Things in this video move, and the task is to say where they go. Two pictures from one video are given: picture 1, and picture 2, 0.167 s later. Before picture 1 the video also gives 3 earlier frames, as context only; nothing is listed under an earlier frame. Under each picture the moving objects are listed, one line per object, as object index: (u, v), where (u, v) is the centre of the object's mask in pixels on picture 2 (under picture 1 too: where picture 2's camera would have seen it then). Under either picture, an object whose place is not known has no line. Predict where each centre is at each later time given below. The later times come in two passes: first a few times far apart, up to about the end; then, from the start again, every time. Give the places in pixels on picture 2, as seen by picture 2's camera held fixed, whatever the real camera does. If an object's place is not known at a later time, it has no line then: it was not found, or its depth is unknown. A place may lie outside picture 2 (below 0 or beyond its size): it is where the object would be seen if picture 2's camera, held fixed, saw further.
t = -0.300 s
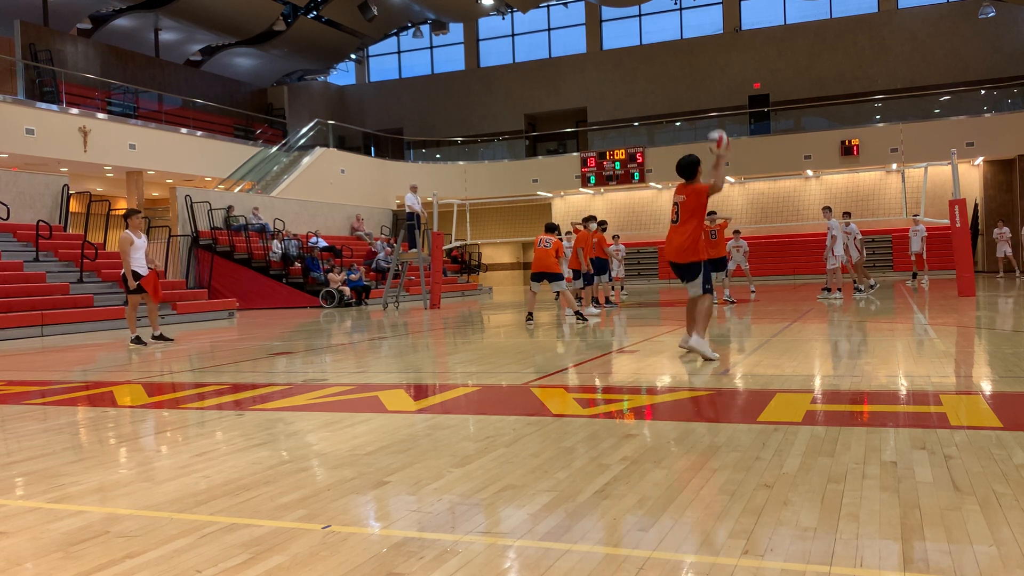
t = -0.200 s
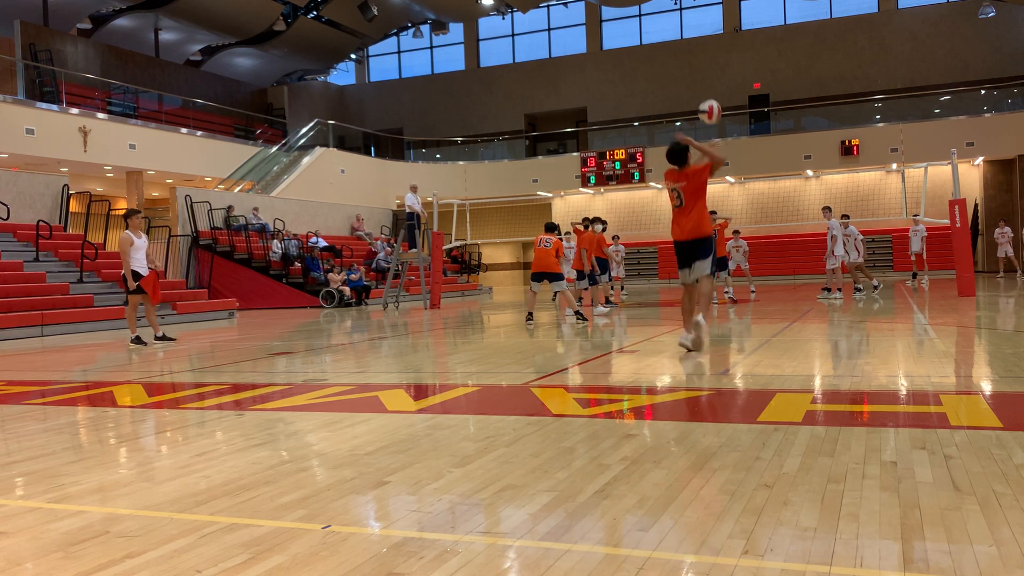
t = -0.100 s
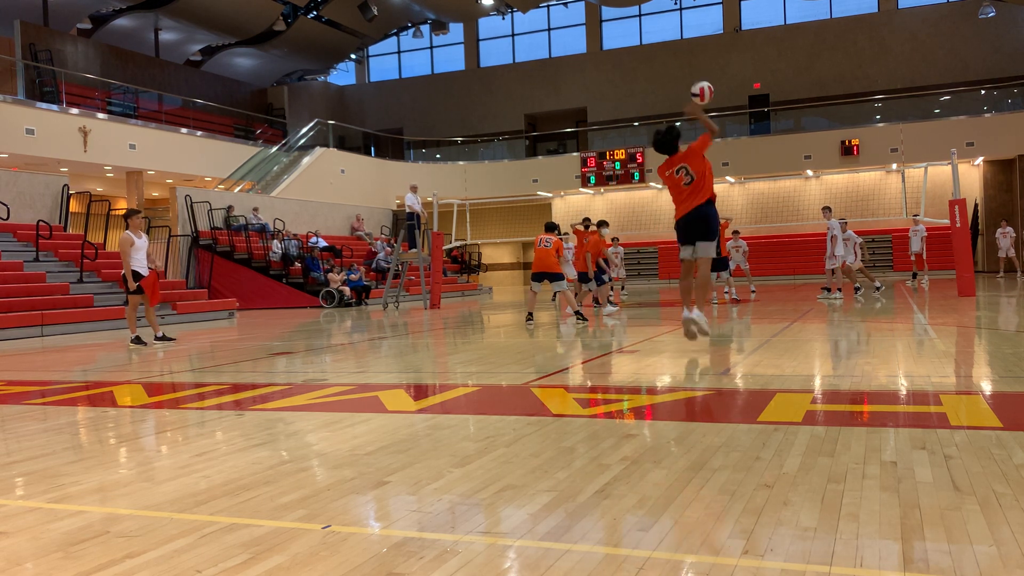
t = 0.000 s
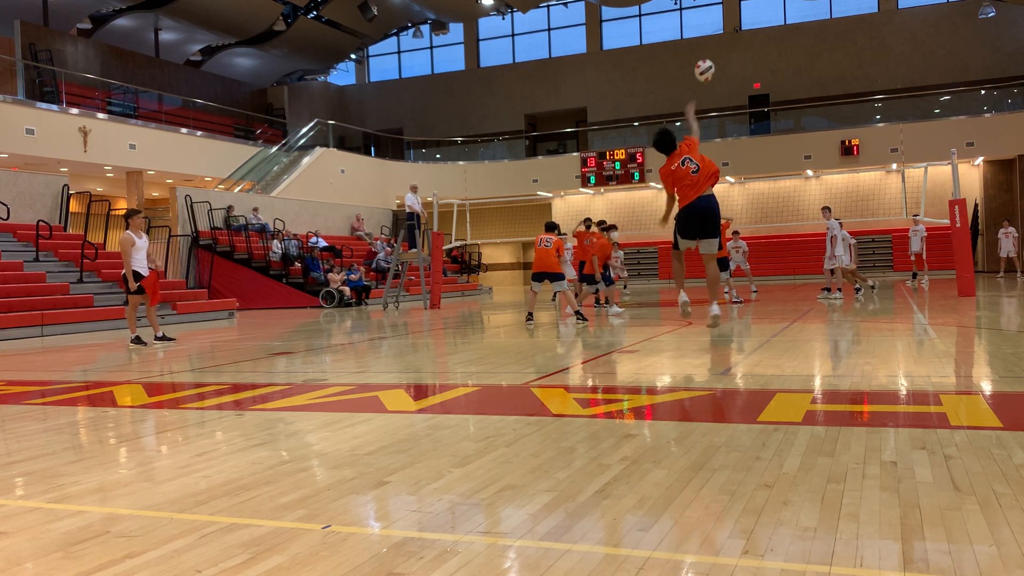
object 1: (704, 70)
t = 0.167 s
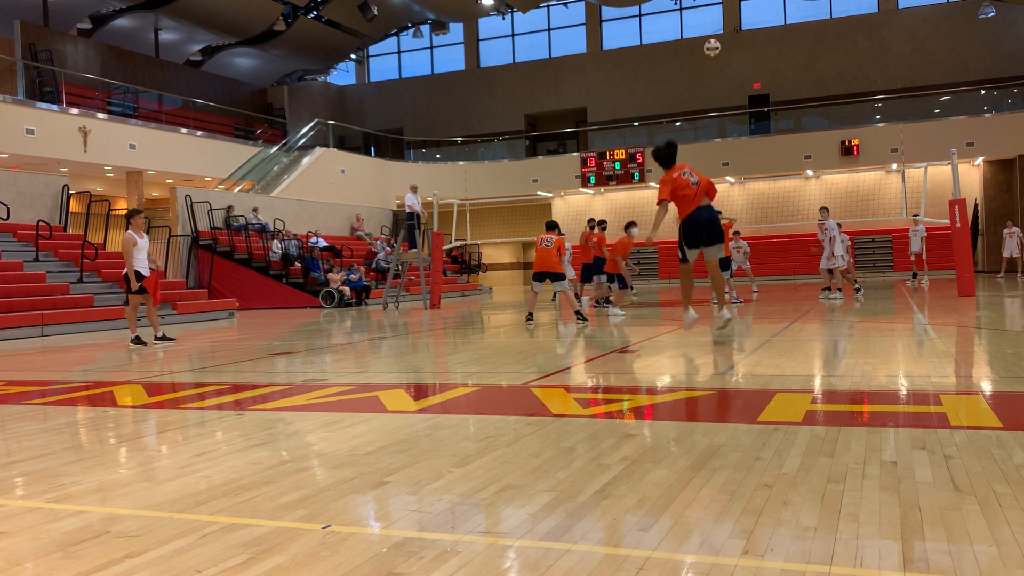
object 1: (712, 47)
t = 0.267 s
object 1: (716, 45)
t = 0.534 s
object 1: (725, 64)
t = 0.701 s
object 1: (728, 90)
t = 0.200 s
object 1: (713, 46)
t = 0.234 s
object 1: (715, 45)
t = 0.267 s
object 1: (716, 45)
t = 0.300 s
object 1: (717, 46)
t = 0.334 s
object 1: (719, 47)
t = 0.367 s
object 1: (720, 49)
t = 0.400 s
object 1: (721, 51)
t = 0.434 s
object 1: (722, 53)
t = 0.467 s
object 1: (723, 57)
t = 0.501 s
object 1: (725, 61)
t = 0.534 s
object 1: (725, 64)
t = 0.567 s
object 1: (726, 69)
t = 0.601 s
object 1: (727, 74)
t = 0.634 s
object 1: (728, 79)
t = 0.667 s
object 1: (728, 84)
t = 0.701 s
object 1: (728, 90)
